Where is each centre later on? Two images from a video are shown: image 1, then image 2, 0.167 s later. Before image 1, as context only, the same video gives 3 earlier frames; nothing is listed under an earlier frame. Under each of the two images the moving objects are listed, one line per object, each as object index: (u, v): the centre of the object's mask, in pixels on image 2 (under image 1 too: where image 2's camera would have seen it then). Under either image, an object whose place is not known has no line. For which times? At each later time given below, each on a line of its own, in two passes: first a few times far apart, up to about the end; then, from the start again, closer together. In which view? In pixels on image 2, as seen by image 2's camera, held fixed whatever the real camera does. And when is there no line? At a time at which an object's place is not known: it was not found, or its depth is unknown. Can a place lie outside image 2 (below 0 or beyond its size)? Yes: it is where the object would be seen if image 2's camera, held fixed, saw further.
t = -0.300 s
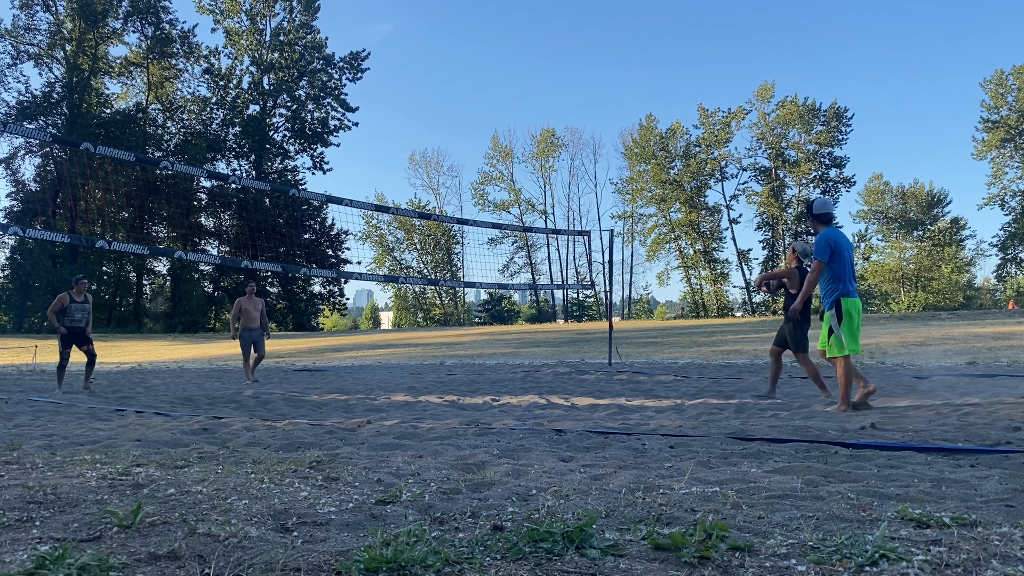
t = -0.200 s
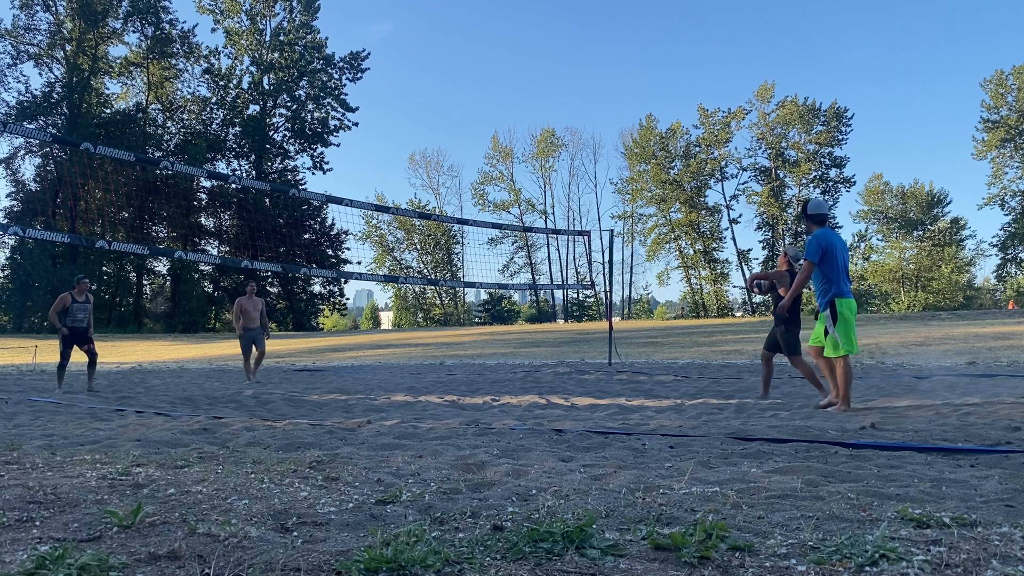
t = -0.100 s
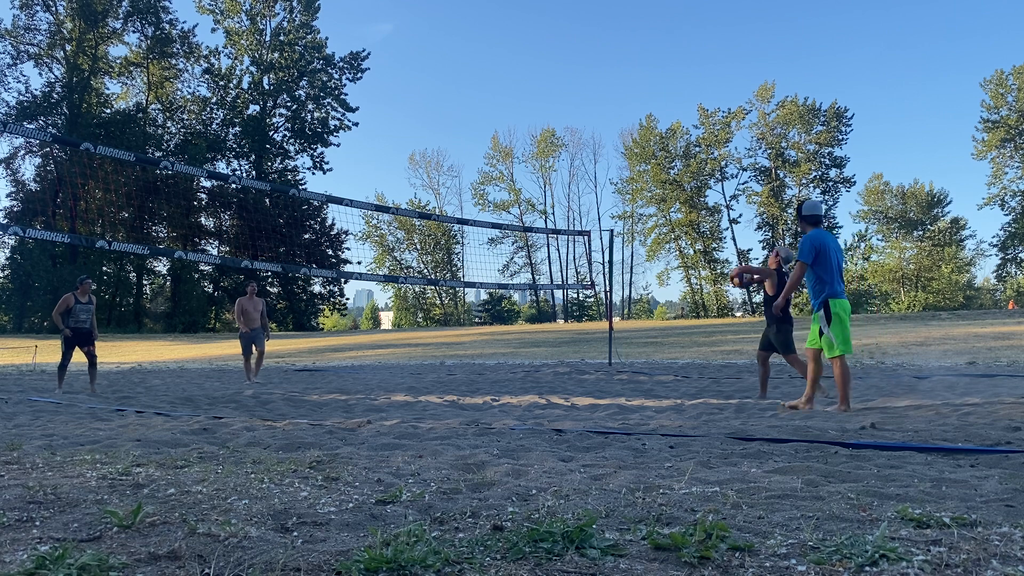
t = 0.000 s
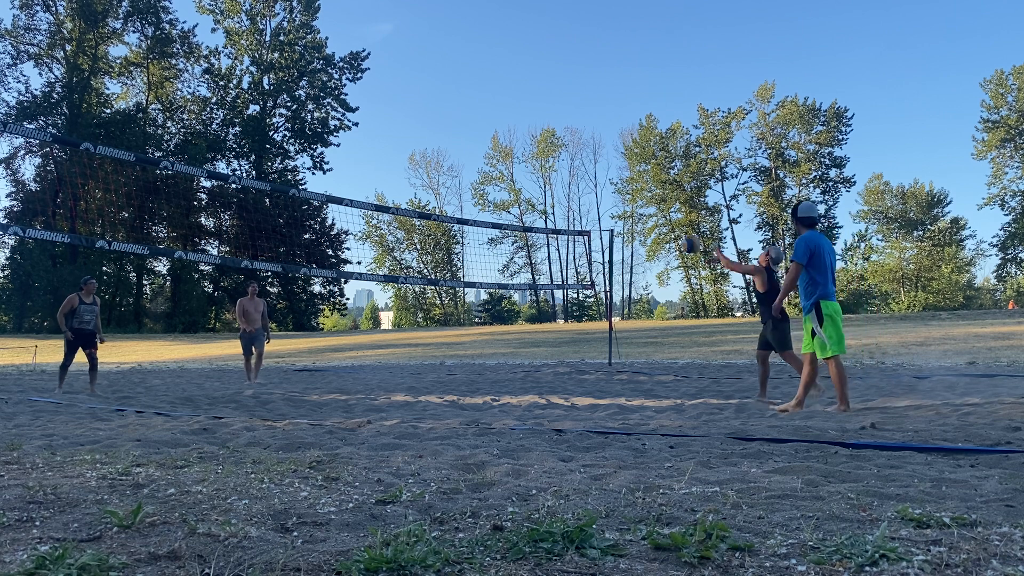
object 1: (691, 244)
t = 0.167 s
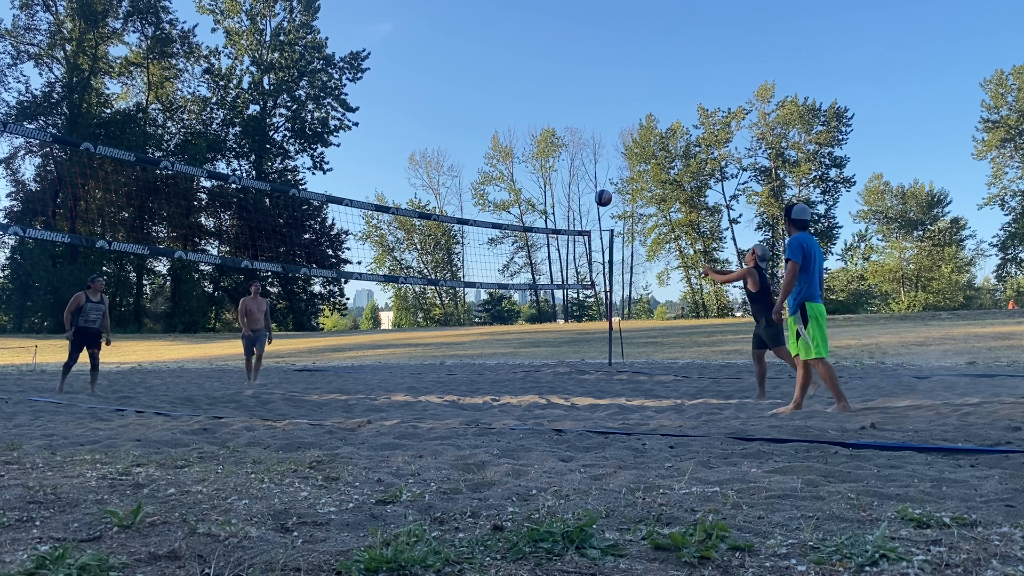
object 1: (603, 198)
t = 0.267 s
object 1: (558, 183)
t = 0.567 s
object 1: (445, 184)
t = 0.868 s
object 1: (356, 238)
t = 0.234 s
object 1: (572, 187)
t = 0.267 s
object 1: (558, 183)
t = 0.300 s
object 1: (544, 180)
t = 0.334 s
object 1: (530, 178)
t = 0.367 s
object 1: (517, 177)
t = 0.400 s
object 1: (505, 176)
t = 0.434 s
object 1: (492, 176)
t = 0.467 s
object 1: (480, 177)
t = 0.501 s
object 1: (468, 178)
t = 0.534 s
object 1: (457, 181)
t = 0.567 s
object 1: (445, 184)
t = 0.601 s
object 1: (435, 188)
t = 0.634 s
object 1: (424, 192)
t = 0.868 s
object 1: (356, 238)
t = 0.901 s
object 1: (347, 247)
